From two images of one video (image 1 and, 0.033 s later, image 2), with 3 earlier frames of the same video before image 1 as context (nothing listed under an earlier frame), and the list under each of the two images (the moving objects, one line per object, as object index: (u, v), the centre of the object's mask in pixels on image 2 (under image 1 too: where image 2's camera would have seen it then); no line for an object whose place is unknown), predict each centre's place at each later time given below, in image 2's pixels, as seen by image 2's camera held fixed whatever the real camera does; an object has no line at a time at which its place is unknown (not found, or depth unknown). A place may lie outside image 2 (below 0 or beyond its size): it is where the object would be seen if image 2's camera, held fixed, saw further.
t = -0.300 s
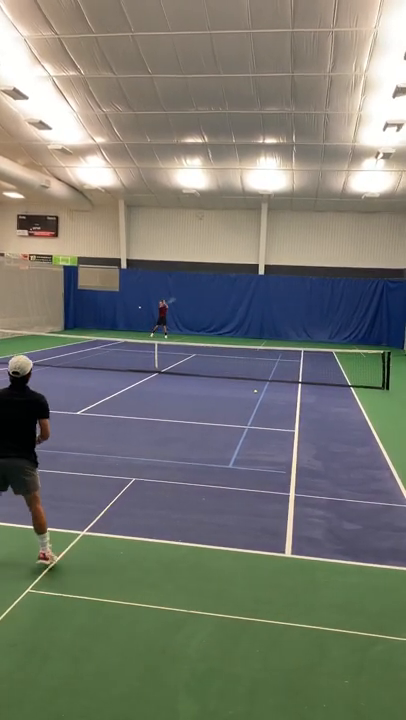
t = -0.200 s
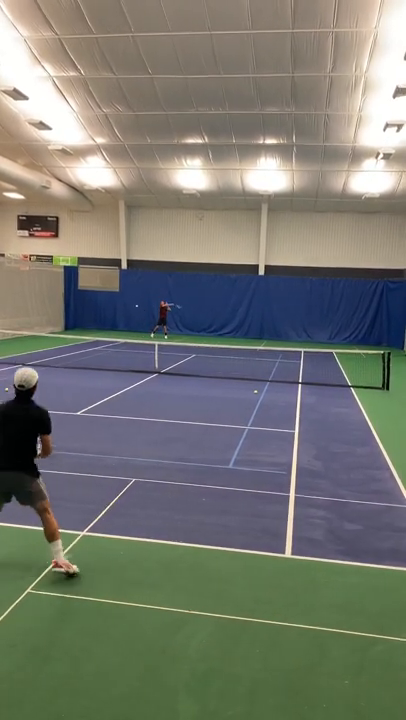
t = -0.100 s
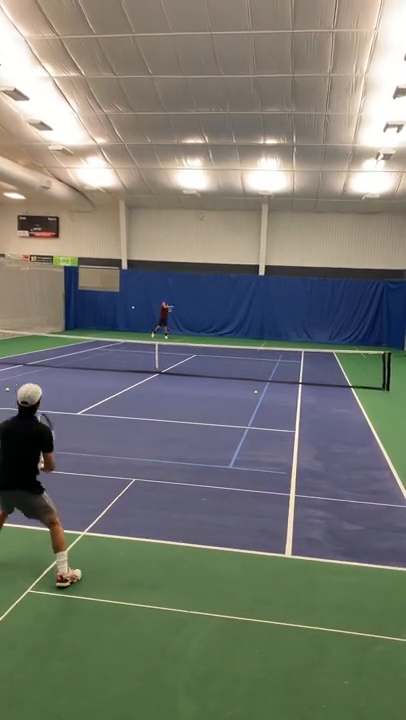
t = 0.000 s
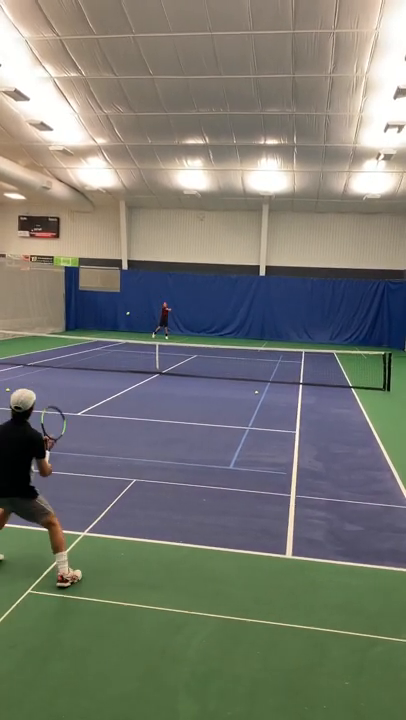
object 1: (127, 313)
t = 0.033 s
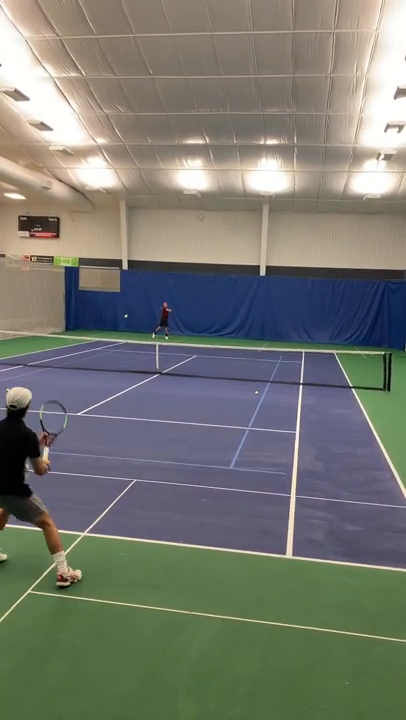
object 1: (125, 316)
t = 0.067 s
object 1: (123, 319)
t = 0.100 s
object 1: (120, 324)
